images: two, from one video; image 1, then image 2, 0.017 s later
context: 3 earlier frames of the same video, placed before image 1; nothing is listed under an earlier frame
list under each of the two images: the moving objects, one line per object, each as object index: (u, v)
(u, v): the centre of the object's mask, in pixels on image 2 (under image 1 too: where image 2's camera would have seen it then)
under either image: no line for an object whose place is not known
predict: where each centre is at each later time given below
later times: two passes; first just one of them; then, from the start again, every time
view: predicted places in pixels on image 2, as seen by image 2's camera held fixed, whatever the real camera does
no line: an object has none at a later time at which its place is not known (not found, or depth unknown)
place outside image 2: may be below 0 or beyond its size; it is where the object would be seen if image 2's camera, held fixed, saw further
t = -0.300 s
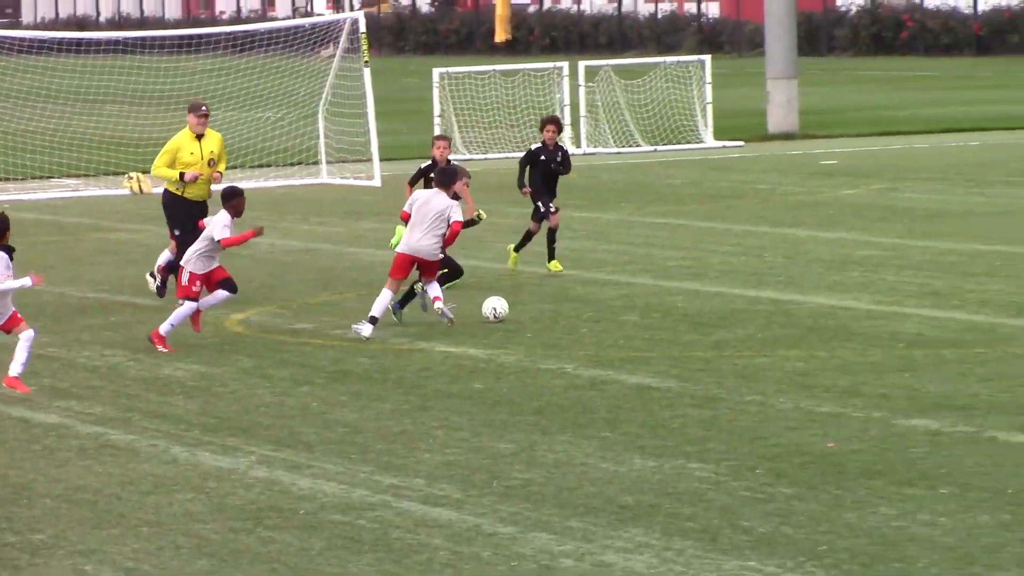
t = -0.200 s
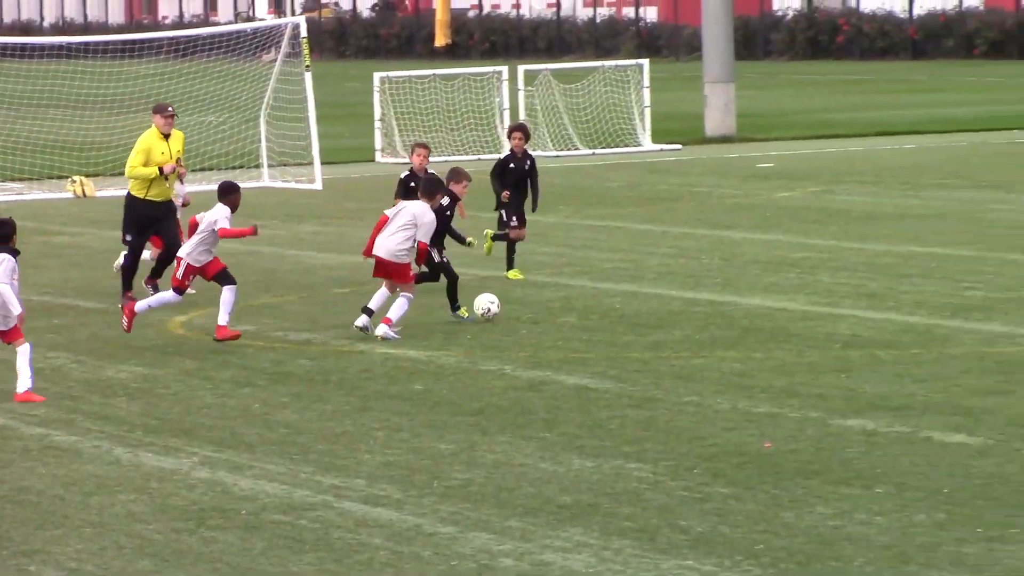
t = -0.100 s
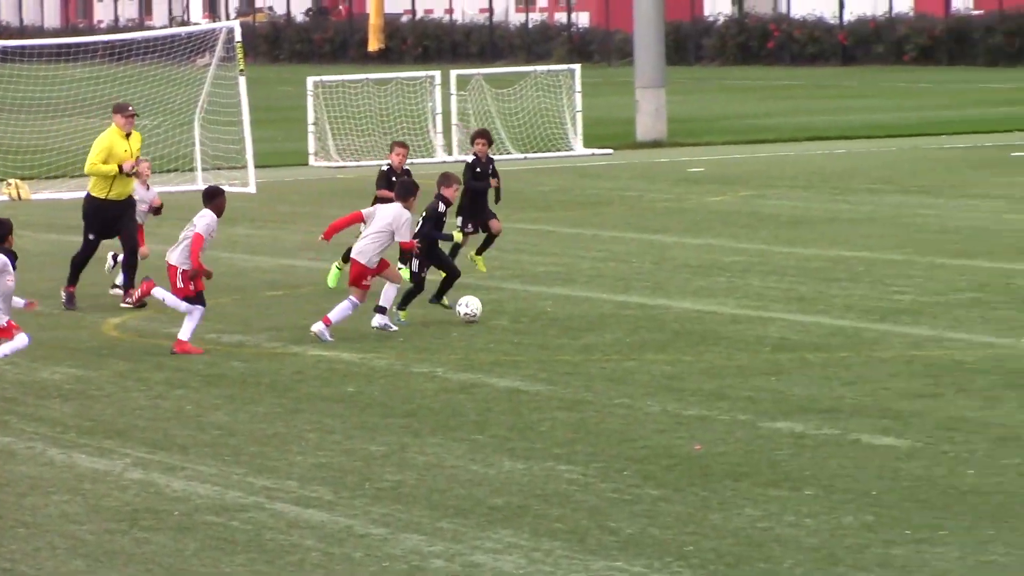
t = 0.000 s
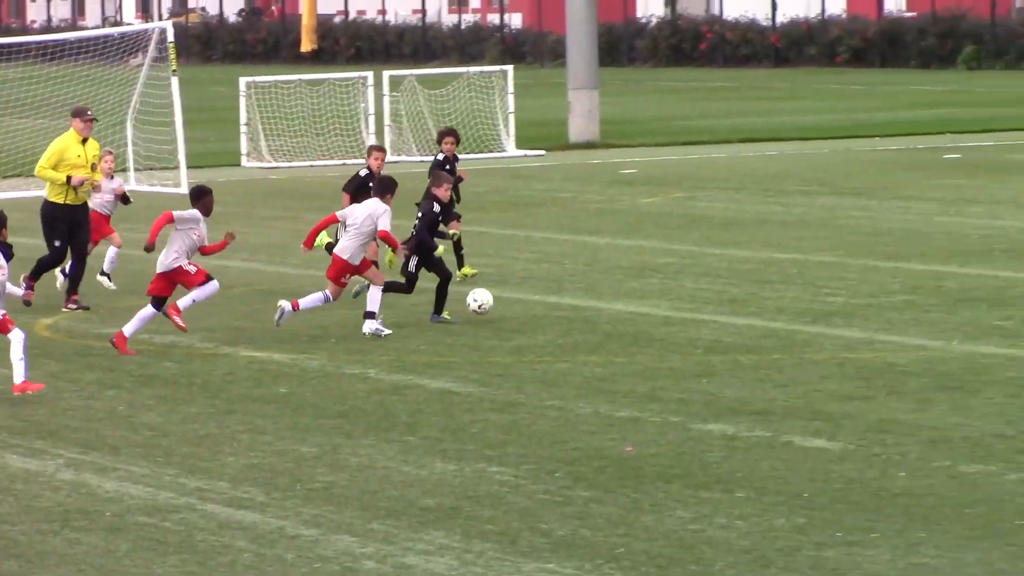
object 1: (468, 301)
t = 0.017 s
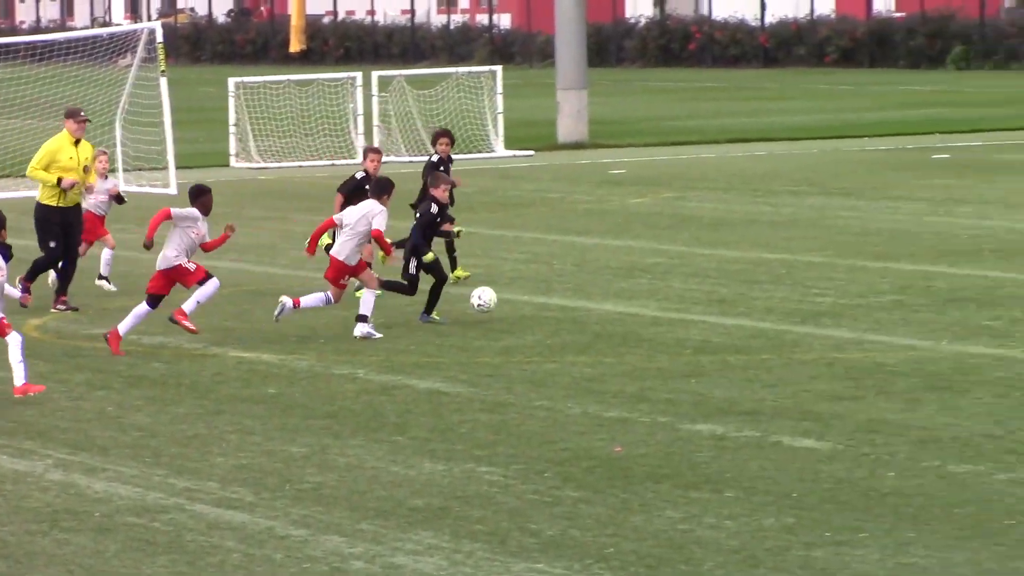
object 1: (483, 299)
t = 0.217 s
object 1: (670, 302)
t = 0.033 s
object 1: (499, 297)
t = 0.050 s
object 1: (514, 296)
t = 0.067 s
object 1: (530, 294)
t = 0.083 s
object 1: (545, 294)
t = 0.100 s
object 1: (560, 294)
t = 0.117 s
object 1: (576, 294)
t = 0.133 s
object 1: (591, 294)
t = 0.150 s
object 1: (607, 295)
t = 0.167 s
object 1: (622, 296)
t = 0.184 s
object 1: (639, 297)
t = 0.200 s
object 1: (654, 299)
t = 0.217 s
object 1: (670, 302)
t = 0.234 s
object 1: (686, 304)
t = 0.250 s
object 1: (702, 308)
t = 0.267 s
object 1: (715, 308)
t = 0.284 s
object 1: (728, 304)
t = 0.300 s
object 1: (741, 300)
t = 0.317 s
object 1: (754, 296)
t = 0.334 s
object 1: (765, 294)
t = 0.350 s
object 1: (779, 292)
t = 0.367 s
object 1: (792, 291)
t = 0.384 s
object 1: (805, 289)
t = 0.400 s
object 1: (817, 288)
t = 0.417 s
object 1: (831, 286)
